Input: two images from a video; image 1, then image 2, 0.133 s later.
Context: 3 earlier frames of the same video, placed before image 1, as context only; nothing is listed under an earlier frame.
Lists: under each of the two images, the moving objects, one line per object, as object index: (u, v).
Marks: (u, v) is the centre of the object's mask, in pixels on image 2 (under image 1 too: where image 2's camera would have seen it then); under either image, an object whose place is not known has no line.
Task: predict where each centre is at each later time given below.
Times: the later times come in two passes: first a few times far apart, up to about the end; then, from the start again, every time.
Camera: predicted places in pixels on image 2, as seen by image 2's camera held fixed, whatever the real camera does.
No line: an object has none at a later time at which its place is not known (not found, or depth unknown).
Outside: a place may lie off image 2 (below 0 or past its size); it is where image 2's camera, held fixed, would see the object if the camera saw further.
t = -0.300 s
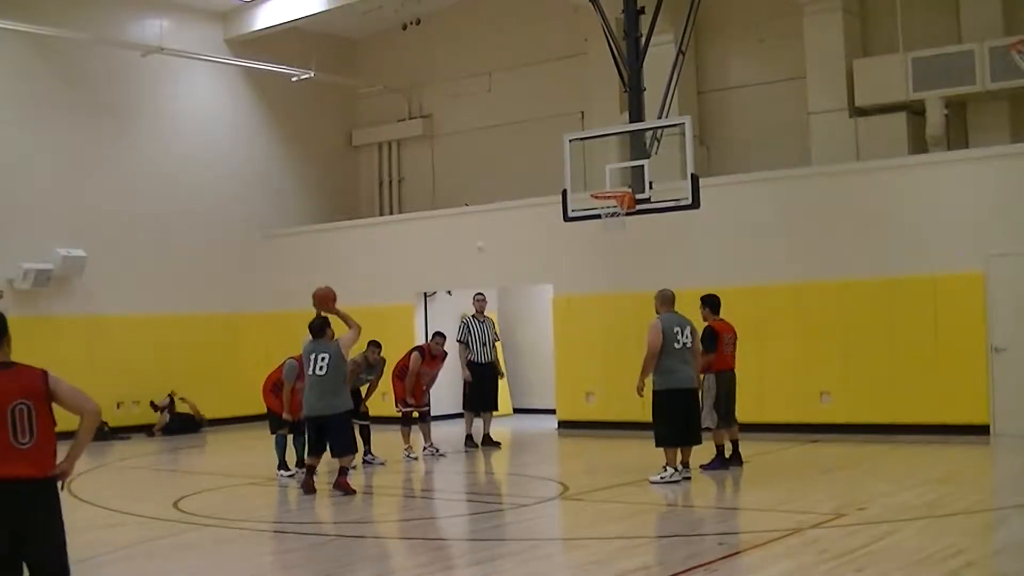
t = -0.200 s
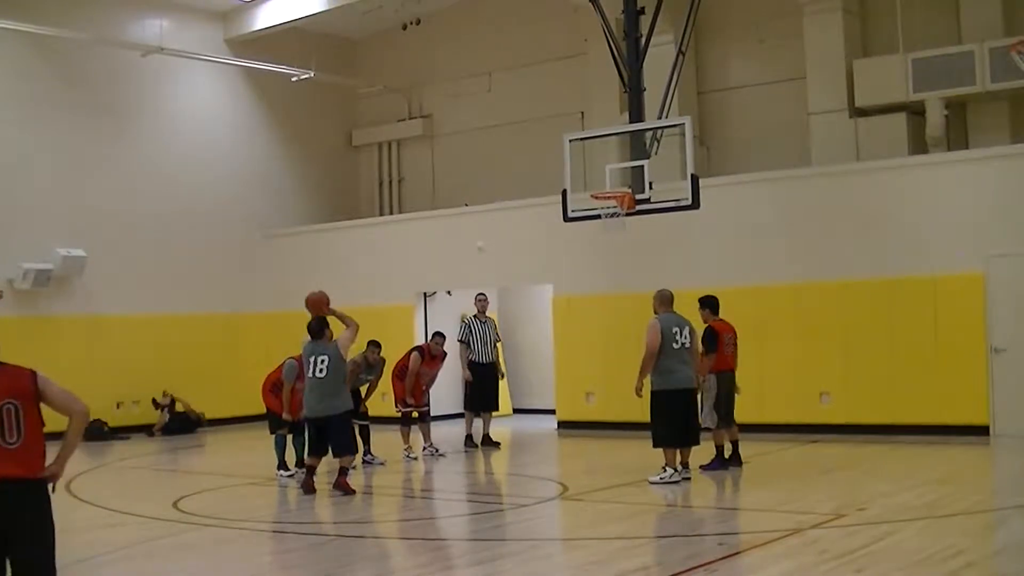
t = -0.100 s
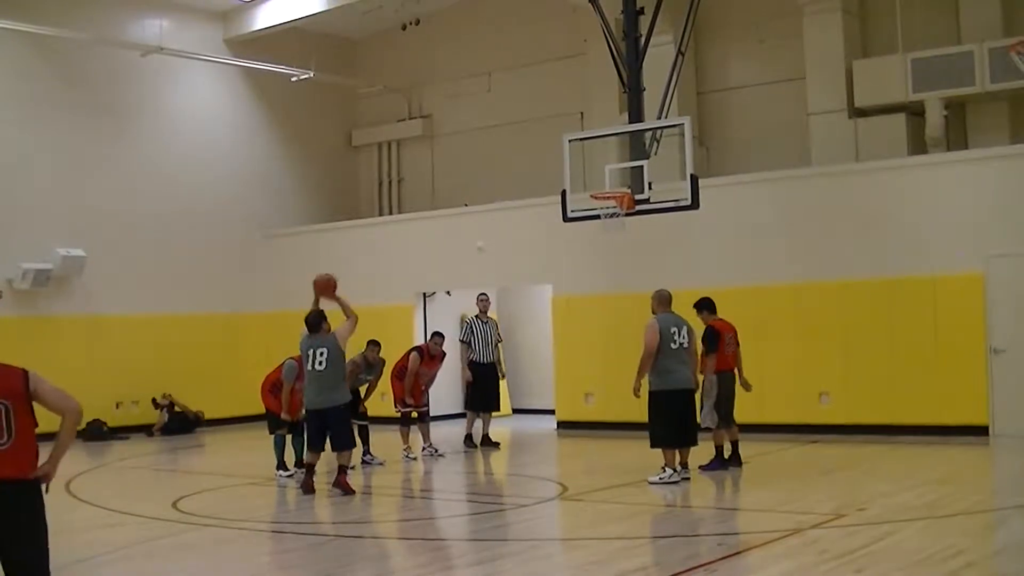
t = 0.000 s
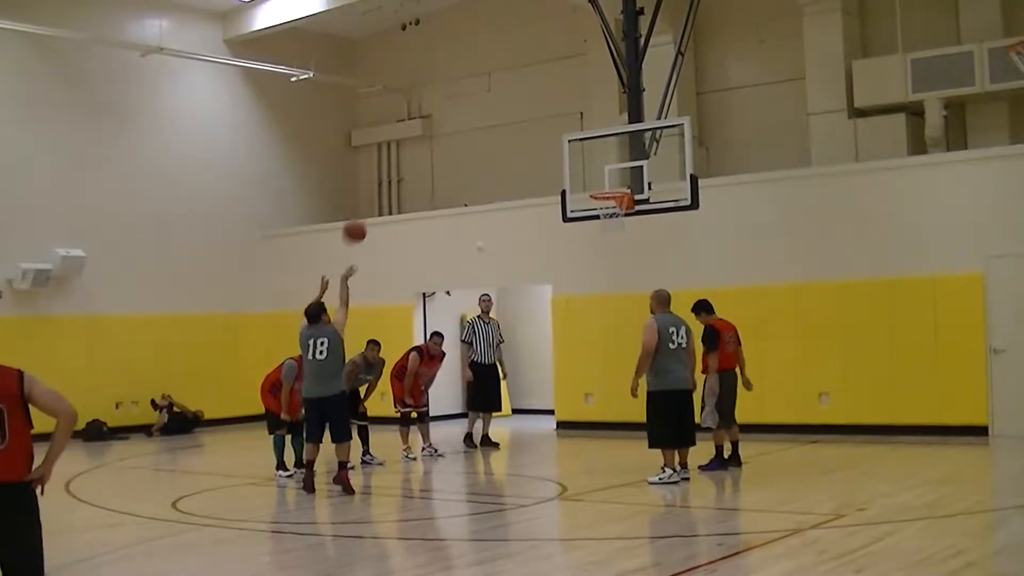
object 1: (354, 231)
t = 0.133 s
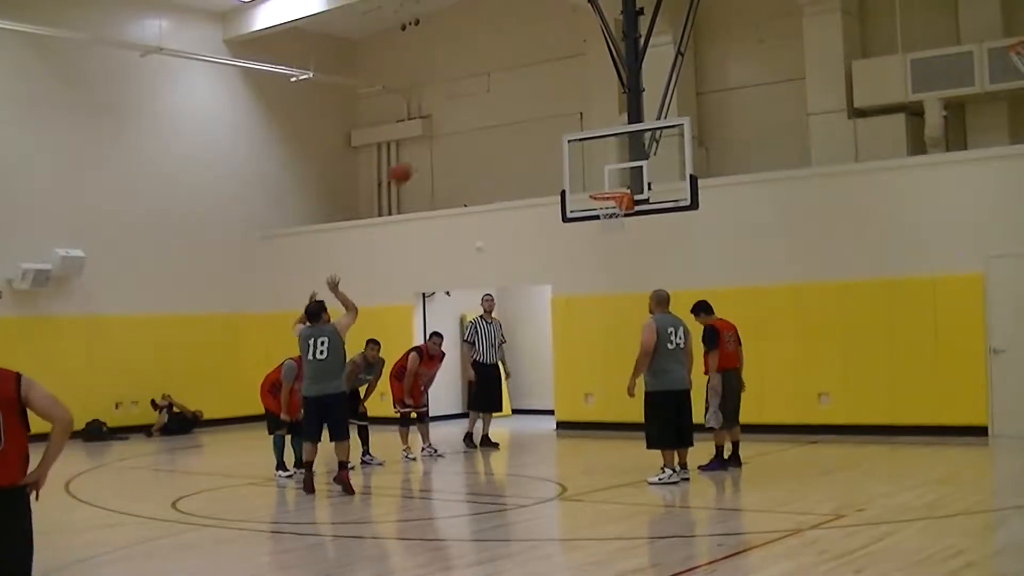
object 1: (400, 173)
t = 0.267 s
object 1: (441, 136)
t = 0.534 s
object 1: (522, 111)
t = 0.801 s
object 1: (593, 150)
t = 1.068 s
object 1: (627, 165)
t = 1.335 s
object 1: (596, 154)
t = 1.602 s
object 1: (566, 201)
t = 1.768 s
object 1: (548, 264)
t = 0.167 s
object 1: (411, 162)
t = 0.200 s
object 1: (421, 152)
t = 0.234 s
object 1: (432, 142)
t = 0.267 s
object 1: (441, 136)
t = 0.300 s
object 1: (452, 128)
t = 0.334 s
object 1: (462, 123)
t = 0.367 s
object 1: (473, 118)
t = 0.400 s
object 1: (483, 115)
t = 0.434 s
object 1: (492, 113)
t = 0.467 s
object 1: (502, 112)
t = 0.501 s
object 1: (512, 111)
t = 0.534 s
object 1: (522, 111)
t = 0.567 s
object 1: (531, 113)
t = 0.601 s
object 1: (540, 116)
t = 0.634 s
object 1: (549, 119)
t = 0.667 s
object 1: (558, 123)
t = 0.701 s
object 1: (567, 129)
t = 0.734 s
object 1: (576, 135)
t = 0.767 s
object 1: (584, 142)
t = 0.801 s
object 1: (593, 150)
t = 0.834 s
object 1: (601, 158)
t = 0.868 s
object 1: (610, 168)
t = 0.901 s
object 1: (620, 178)
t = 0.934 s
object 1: (623, 180)
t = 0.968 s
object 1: (622, 177)
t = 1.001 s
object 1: (625, 172)
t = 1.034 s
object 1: (626, 168)
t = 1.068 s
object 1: (627, 165)
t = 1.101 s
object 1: (623, 161)
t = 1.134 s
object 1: (620, 156)
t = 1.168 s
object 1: (616, 154)
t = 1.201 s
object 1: (612, 152)
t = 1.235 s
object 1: (607, 151)
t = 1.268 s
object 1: (604, 151)
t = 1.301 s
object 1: (599, 152)
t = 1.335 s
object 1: (596, 154)
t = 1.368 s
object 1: (592, 157)
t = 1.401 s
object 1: (588, 161)
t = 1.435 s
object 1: (584, 165)
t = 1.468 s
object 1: (581, 171)
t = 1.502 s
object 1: (577, 177)
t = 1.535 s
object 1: (573, 184)
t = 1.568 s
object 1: (570, 192)
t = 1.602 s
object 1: (566, 201)
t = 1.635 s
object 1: (562, 213)
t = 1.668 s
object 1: (558, 224)
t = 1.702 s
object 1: (555, 236)
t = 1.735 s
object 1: (552, 249)
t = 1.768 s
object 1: (548, 264)
